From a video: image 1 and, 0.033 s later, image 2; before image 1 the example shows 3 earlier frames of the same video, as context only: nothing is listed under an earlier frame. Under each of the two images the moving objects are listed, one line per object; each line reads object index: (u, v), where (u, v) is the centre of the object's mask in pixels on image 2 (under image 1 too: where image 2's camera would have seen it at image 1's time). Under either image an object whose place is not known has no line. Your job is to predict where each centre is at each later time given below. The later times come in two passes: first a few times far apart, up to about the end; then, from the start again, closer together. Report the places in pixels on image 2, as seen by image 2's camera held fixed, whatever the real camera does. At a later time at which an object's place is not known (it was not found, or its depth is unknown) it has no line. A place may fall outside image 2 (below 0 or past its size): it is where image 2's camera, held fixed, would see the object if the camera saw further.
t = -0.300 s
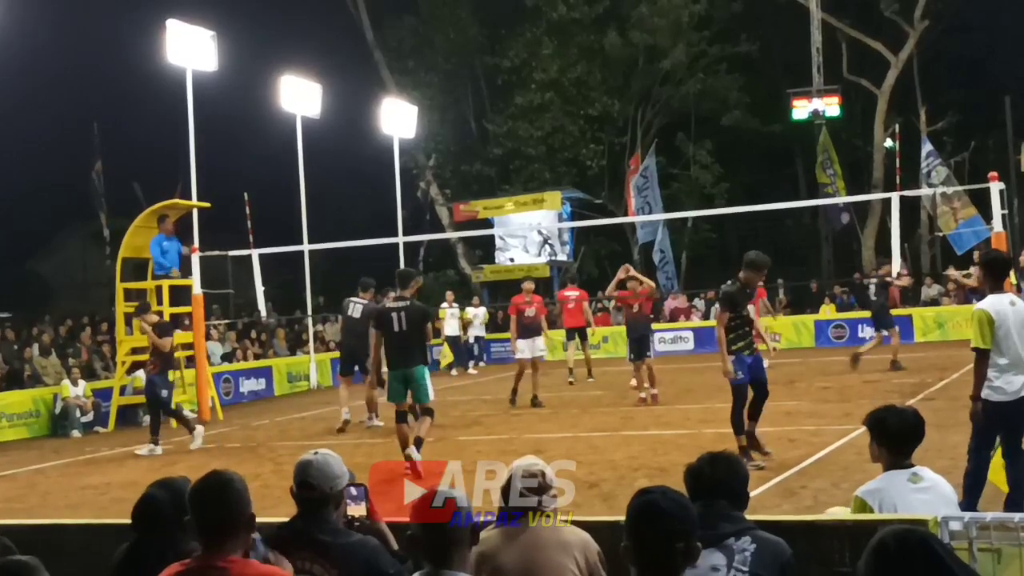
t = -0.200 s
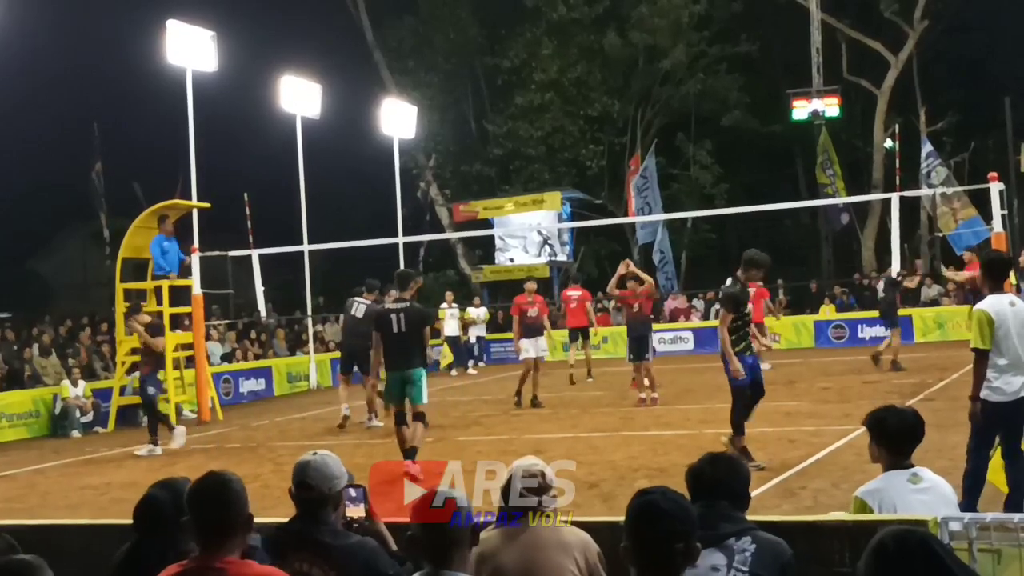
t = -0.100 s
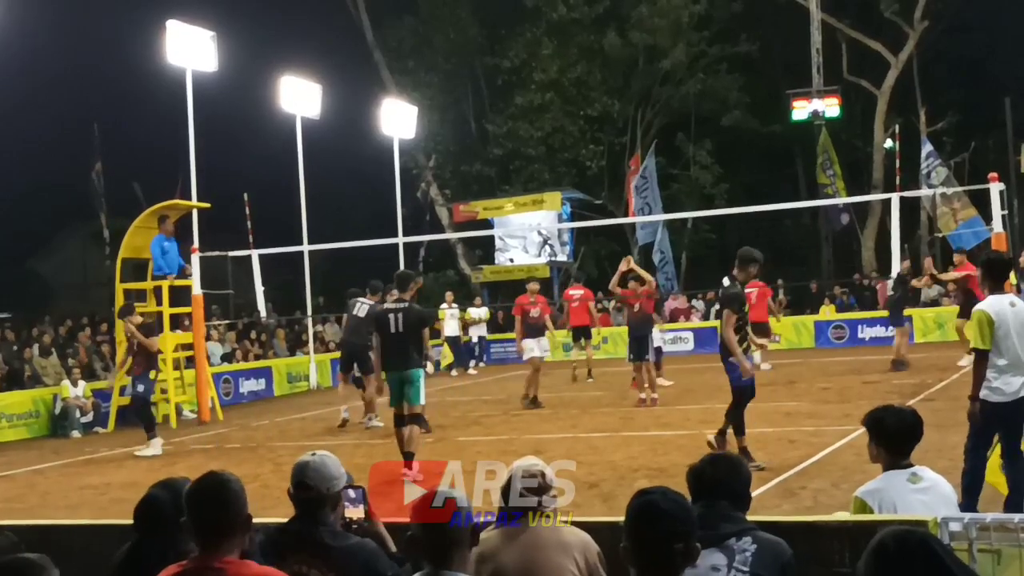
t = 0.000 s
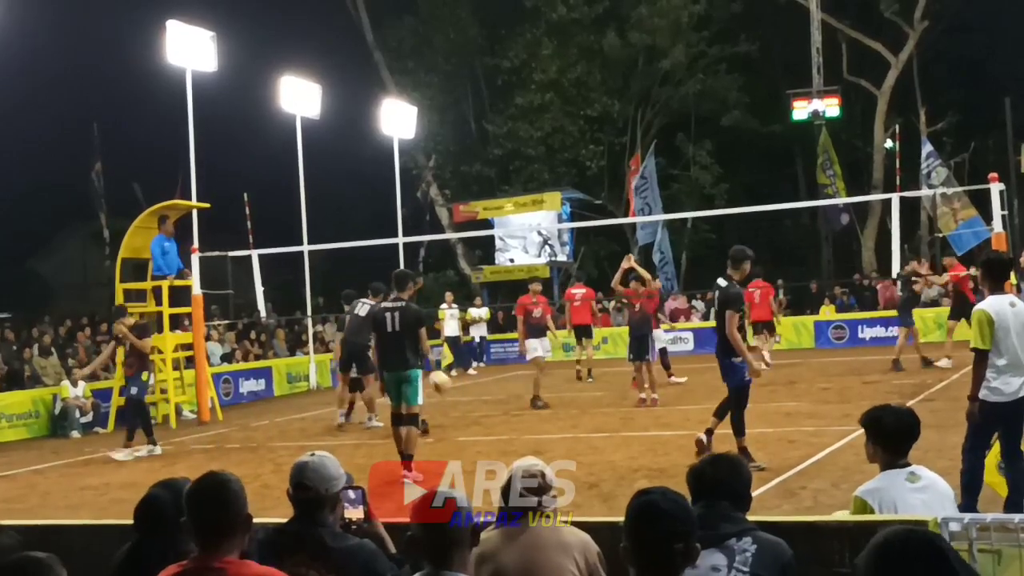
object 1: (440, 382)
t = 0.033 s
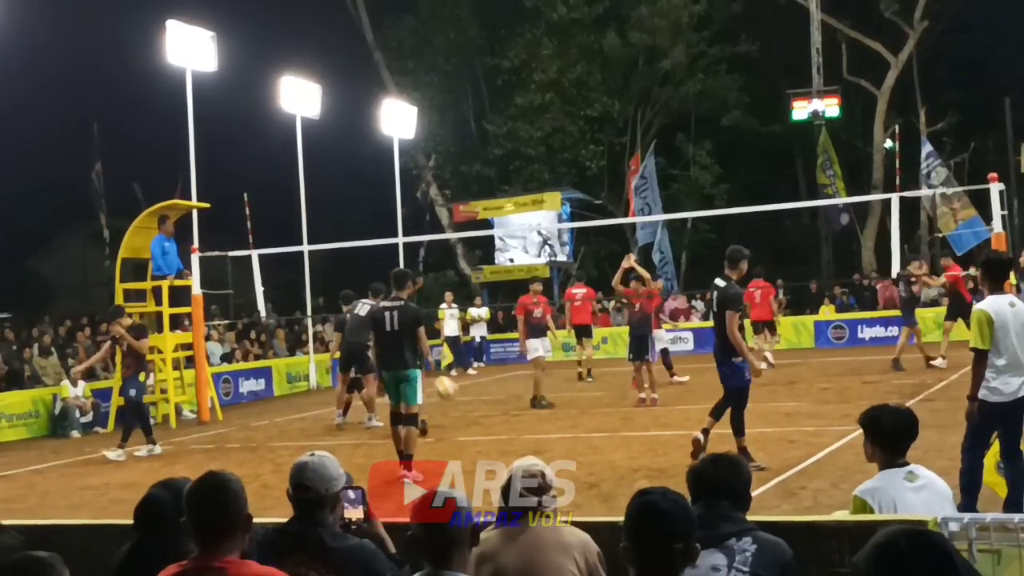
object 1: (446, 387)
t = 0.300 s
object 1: (502, 437)
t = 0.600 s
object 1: (554, 404)
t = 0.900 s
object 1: (628, 495)
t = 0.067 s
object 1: (453, 395)
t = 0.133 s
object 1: (469, 417)
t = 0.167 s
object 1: (475, 429)
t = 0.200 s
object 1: (485, 445)
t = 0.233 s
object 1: (491, 455)
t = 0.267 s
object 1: (497, 446)
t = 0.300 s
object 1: (502, 437)
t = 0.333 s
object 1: (507, 428)
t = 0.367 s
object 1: (512, 421)
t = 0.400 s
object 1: (518, 414)
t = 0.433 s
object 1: (524, 409)
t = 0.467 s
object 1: (529, 405)
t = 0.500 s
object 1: (535, 404)
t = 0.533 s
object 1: (542, 402)
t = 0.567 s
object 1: (548, 402)
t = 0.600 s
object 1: (554, 404)
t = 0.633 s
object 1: (561, 407)
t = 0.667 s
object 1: (569, 412)
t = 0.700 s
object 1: (576, 419)
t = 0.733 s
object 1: (584, 426)
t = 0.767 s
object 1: (593, 437)
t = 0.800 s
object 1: (602, 450)
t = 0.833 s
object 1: (610, 461)
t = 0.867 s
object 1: (619, 478)
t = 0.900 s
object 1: (628, 495)
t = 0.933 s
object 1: (636, 492)
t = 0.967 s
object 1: (645, 485)
